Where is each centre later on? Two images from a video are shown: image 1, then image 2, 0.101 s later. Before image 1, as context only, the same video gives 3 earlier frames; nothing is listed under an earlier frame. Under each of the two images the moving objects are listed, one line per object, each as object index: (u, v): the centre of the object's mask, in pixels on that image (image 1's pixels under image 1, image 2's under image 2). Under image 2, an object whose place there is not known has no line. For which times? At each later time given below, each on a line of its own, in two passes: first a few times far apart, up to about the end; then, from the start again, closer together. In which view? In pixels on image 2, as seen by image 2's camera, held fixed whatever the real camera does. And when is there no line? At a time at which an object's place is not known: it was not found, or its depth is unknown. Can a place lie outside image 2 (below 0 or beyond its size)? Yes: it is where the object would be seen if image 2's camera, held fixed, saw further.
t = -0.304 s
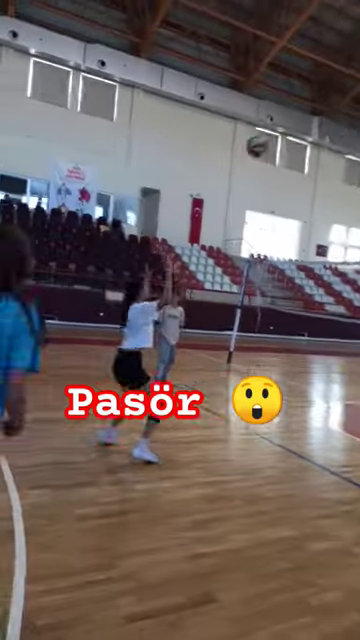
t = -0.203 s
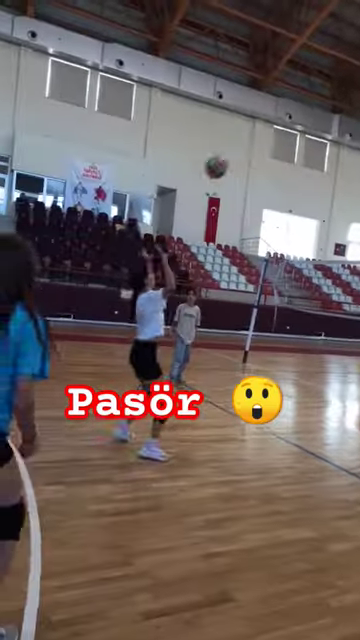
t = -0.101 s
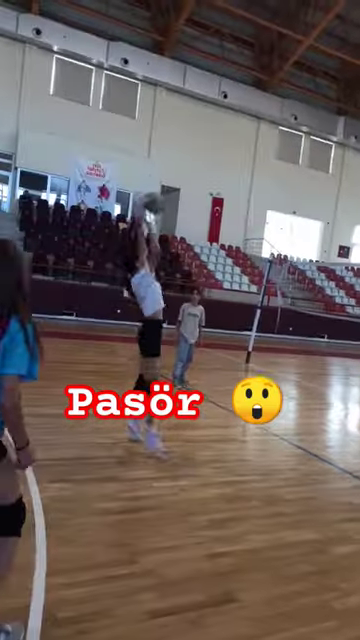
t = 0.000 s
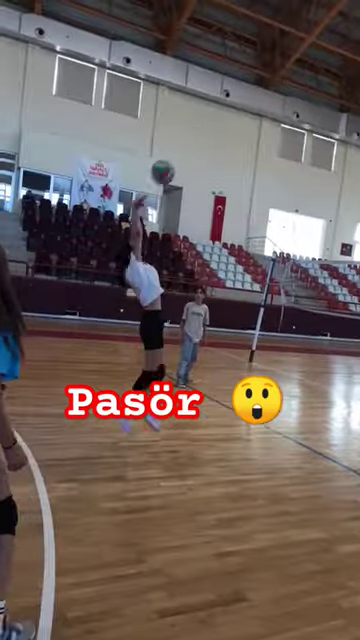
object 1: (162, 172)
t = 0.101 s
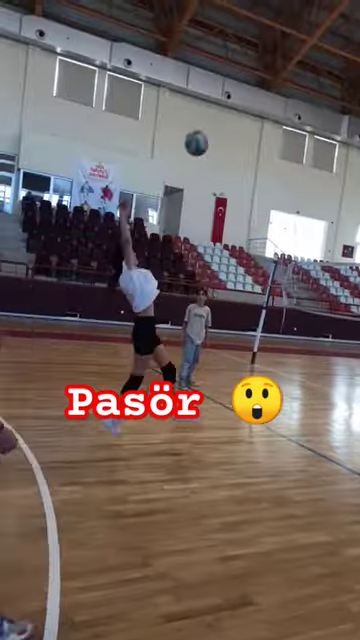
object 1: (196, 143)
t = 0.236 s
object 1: (237, 121)
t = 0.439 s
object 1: (286, 122)
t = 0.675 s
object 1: (336, 180)
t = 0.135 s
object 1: (206, 135)
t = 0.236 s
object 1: (237, 121)
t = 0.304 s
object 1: (254, 118)
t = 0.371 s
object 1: (269, 117)
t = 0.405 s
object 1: (278, 119)
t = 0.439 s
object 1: (286, 122)
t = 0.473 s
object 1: (294, 127)
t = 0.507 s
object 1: (302, 133)
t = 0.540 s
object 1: (309, 140)
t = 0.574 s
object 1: (316, 147)
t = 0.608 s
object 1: (323, 157)
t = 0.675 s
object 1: (336, 180)
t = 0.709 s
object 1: (342, 193)
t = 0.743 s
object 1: (349, 206)
